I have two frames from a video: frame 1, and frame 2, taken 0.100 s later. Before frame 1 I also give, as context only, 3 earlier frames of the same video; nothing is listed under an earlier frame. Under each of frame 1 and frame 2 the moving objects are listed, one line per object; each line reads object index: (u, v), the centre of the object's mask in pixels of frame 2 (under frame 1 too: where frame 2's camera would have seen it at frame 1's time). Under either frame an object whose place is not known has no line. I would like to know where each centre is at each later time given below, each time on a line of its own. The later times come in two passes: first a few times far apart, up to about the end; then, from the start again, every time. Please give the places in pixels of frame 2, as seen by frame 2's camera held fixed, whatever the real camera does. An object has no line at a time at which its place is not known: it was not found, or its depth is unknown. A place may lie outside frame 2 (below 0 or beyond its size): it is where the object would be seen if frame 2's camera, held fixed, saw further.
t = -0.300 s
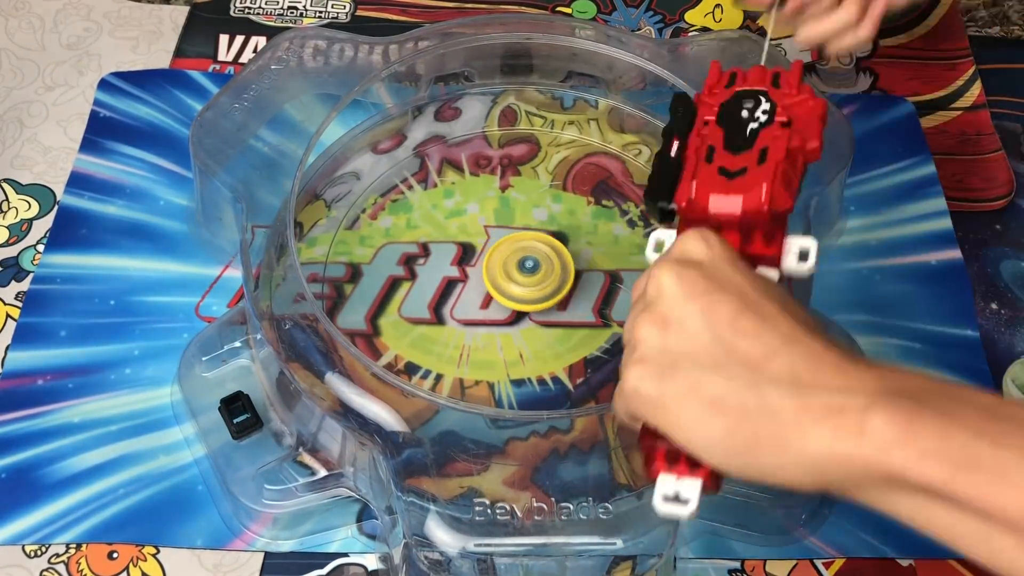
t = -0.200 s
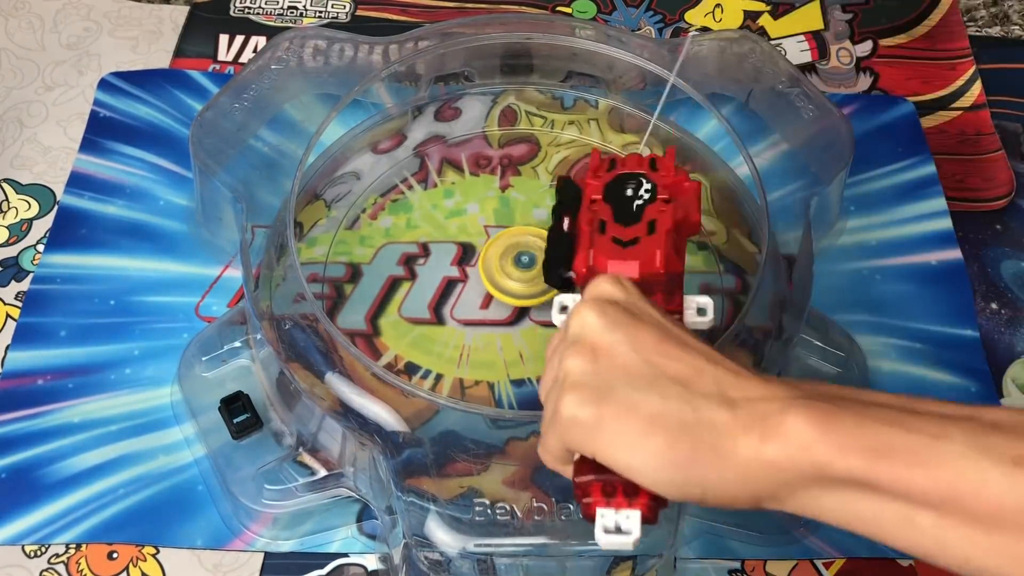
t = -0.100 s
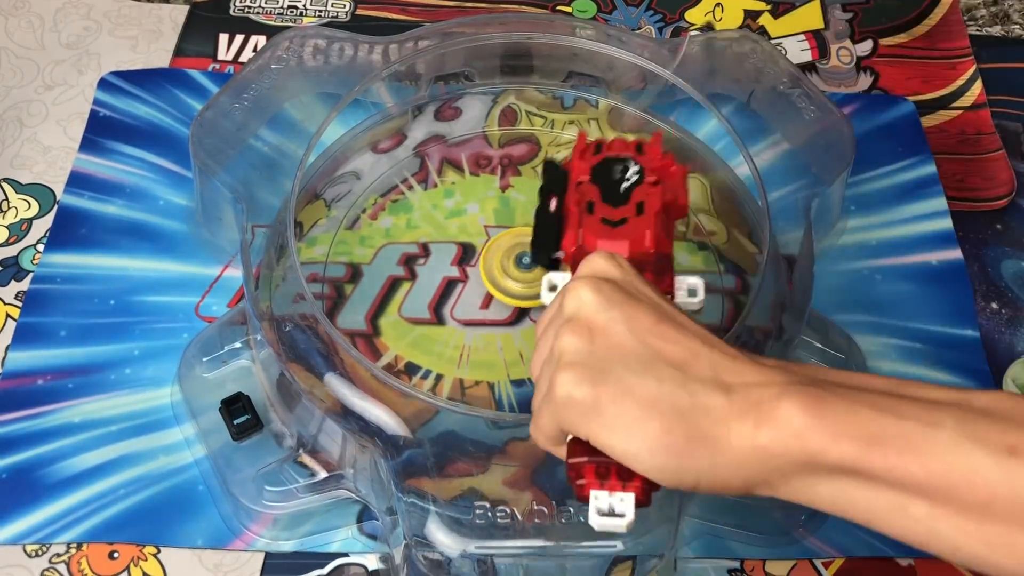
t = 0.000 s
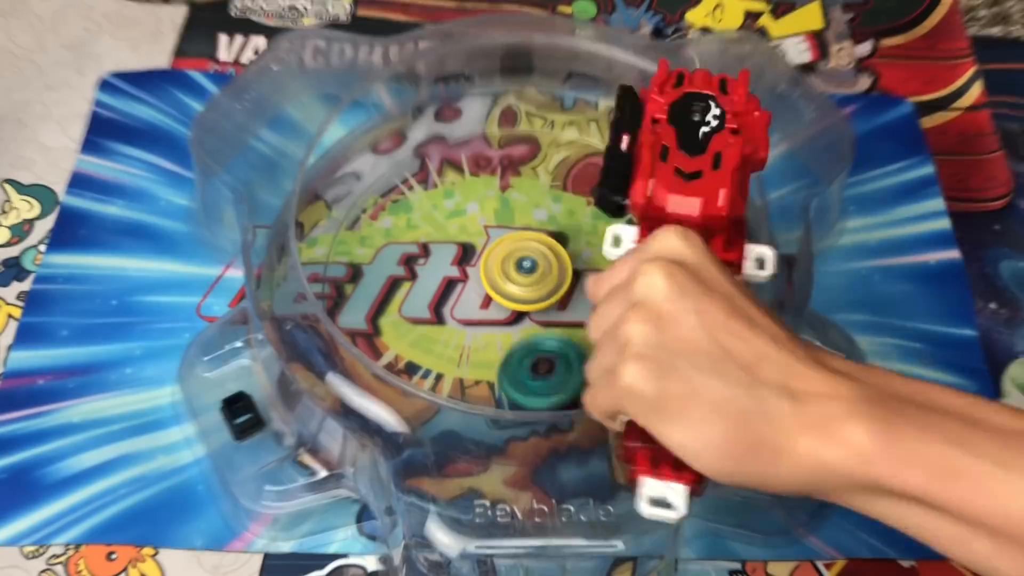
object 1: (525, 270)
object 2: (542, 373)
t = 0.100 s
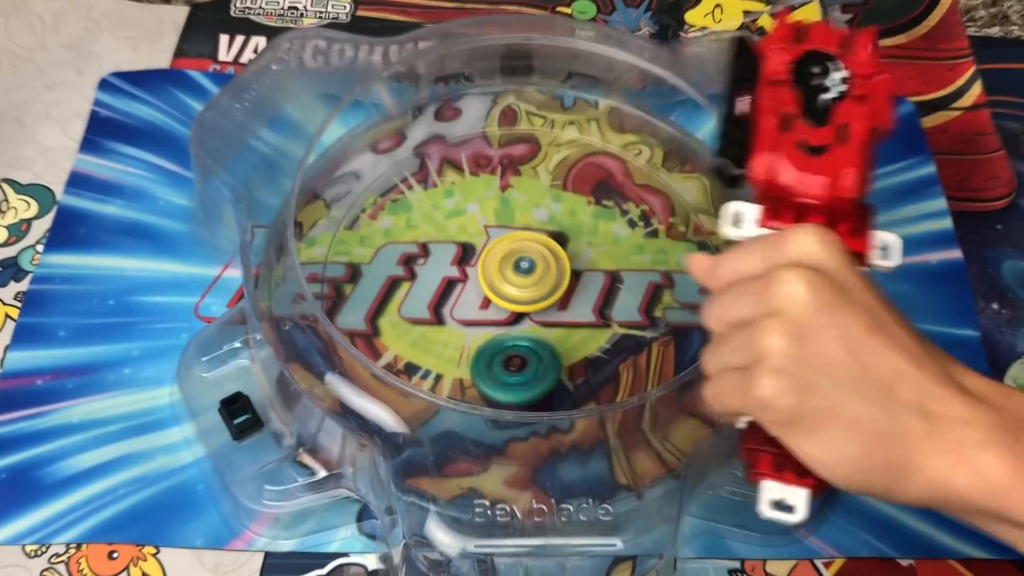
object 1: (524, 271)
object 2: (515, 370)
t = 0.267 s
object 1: (528, 266)
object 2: (484, 397)
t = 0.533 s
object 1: (527, 271)
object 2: (564, 375)
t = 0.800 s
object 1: (513, 169)
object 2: (432, 353)
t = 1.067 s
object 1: (492, 258)
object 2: (538, 394)
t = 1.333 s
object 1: (450, 256)
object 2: (587, 214)
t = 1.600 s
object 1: (530, 264)
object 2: (369, 206)
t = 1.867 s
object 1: (560, 288)
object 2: (475, 393)
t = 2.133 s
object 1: (547, 256)
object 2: (674, 235)
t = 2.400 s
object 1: (534, 289)
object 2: (452, 129)
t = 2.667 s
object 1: (538, 273)
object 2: (452, 366)
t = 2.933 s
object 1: (538, 295)
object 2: (717, 245)
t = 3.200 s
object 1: (516, 281)
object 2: (477, 135)
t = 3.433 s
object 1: (540, 274)
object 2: (429, 353)
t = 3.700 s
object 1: (519, 290)
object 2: (704, 310)
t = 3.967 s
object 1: (521, 272)
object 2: (530, 151)
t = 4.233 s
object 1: (533, 277)
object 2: (416, 354)
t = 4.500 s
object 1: (524, 278)
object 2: (676, 356)
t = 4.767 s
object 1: (527, 273)
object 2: (537, 178)
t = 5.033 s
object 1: (530, 273)
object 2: (378, 319)
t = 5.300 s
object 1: (532, 277)
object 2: (599, 358)
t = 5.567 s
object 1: (530, 279)
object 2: (551, 178)
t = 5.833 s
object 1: (529, 280)
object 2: (404, 250)
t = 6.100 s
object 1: (569, 258)
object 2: (506, 357)
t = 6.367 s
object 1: (560, 246)
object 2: (612, 304)
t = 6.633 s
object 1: (534, 238)
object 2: (629, 265)
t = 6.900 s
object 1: (491, 253)
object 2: (583, 300)
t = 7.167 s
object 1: (509, 270)
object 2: (573, 343)
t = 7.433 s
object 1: (517, 257)
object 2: (560, 346)
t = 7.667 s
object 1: (519, 250)
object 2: (536, 330)
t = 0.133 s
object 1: (524, 270)
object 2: (507, 371)
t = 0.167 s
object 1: (524, 270)
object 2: (500, 374)
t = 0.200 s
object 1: (525, 268)
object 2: (492, 379)
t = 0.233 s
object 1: (526, 267)
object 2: (488, 383)
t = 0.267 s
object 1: (528, 266)
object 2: (484, 397)
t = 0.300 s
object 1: (529, 267)
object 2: (485, 408)
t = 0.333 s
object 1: (530, 266)
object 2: (492, 419)
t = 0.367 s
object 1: (530, 267)
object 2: (503, 427)
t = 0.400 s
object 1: (530, 268)
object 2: (522, 425)
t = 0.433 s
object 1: (530, 269)
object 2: (536, 422)
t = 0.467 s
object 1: (529, 269)
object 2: (552, 411)
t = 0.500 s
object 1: (529, 270)
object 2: (561, 387)
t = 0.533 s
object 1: (527, 271)
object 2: (564, 375)
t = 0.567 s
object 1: (527, 270)
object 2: (559, 353)
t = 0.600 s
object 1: (526, 260)
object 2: (549, 337)
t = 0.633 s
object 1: (523, 235)
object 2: (534, 336)
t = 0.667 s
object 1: (522, 212)
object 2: (514, 335)
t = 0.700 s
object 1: (519, 196)
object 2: (491, 334)
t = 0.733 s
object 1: (516, 182)
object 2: (468, 337)
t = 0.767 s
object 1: (515, 173)
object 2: (448, 343)
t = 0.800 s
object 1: (513, 169)
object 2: (432, 353)
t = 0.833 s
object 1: (510, 171)
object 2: (422, 365)
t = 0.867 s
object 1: (508, 176)
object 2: (419, 382)
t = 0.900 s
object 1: (505, 184)
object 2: (428, 393)
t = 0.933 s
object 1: (504, 197)
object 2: (438, 413)
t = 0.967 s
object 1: (502, 211)
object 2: (460, 419)
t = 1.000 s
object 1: (500, 226)
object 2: (486, 418)
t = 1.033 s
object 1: (496, 242)
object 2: (515, 412)
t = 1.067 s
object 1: (492, 258)
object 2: (538, 394)
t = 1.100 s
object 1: (489, 273)
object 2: (555, 375)
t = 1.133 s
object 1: (490, 285)
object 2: (565, 348)
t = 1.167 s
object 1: (487, 291)
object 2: (575, 322)
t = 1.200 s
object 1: (473, 281)
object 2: (594, 303)
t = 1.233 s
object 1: (460, 276)
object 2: (606, 280)
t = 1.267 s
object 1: (453, 268)
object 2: (606, 256)
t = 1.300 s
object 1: (450, 261)
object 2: (601, 232)
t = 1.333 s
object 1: (450, 256)
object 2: (587, 214)
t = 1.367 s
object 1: (455, 253)
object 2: (567, 195)
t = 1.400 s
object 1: (464, 250)
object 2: (540, 181)
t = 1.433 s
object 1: (474, 248)
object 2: (511, 170)
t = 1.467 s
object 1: (485, 248)
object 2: (480, 167)
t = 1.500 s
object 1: (497, 250)
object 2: (449, 170)
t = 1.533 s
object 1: (508, 253)
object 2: (418, 178)
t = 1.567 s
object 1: (519, 258)
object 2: (393, 190)
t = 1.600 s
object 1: (530, 264)
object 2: (369, 206)
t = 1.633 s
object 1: (540, 272)
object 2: (354, 226)
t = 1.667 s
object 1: (547, 280)
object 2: (346, 251)
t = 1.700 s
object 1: (552, 287)
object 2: (346, 276)
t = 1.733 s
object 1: (555, 293)
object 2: (357, 301)
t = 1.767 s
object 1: (557, 295)
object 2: (369, 333)
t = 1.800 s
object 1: (559, 295)
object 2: (397, 358)
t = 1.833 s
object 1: (559, 293)
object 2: (432, 379)
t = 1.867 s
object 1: (560, 288)
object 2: (475, 393)
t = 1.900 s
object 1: (558, 283)
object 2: (523, 396)
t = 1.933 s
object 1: (556, 277)
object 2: (568, 382)
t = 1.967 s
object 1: (552, 270)
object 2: (608, 370)
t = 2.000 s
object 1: (550, 264)
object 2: (640, 351)
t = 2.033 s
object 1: (548, 259)
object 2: (662, 323)
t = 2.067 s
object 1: (548, 255)
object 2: (674, 292)
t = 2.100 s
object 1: (548, 254)
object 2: (678, 261)
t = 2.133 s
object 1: (547, 256)
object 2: (674, 235)
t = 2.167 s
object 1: (546, 260)
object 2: (662, 208)
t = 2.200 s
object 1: (544, 264)
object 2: (644, 178)
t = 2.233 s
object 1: (543, 269)
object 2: (621, 150)
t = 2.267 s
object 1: (541, 275)
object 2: (592, 128)
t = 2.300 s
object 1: (540, 280)
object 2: (561, 113)
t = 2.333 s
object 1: (538, 284)
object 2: (525, 117)
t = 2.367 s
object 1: (536, 287)
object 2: (487, 121)
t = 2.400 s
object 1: (534, 289)
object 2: (452, 129)
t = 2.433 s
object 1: (532, 289)
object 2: (417, 145)
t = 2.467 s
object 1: (530, 288)
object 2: (387, 169)
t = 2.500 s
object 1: (528, 286)
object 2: (367, 198)
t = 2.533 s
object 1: (528, 283)
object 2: (358, 230)
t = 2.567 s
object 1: (529, 280)
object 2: (362, 267)
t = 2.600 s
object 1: (531, 277)
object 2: (379, 305)
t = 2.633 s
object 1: (534, 274)
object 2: (411, 341)
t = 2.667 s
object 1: (538, 273)
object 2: (452, 366)
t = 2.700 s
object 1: (542, 272)
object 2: (497, 380)
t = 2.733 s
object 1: (546, 273)
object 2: (544, 384)
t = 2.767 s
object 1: (549, 276)
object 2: (595, 377)
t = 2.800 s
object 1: (550, 279)
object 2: (638, 362)
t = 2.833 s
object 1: (549, 283)
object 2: (674, 338)
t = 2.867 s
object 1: (546, 287)
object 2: (701, 309)
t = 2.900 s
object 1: (542, 291)
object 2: (719, 275)
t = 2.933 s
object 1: (538, 295)
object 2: (717, 245)
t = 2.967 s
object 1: (534, 297)
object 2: (700, 216)
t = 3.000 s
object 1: (530, 297)
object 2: (683, 187)
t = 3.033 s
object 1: (526, 296)
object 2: (662, 161)
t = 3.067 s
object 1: (522, 294)
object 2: (629, 143)
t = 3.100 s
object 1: (518, 292)
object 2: (594, 129)
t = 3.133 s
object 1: (516, 289)
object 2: (557, 123)
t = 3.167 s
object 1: (515, 285)
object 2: (517, 124)
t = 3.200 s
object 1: (516, 281)
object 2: (477, 135)
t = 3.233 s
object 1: (518, 277)
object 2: (442, 155)
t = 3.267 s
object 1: (520, 274)
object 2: (415, 180)
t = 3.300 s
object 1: (523, 272)
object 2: (396, 211)
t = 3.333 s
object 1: (529, 272)
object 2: (387, 245)
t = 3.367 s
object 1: (534, 272)
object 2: (390, 283)
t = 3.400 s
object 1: (538, 272)
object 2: (403, 320)
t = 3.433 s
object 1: (540, 274)
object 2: (429, 353)
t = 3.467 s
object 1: (541, 279)
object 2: (465, 381)
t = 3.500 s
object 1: (541, 283)
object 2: (507, 400)
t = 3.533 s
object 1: (539, 286)
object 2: (550, 411)
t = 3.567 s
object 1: (535, 288)
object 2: (595, 407)
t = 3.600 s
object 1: (530, 291)
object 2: (642, 403)
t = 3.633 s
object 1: (526, 293)
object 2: (676, 376)
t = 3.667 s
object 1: (523, 292)
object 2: (695, 347)
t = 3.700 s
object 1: (519, 290)
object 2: (704, 310)
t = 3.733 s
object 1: (515, 289)
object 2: (715, 277)
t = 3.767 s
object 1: (514, 287)
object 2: (712, 243)
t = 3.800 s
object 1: (514, 283)
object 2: (697, 213)
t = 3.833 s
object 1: (513, 280)
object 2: (673, 185)
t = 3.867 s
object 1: (514, 278)
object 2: (644, 165)
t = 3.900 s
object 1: (516, 276)
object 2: (609, 152)
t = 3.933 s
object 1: (519, 273)
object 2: (569, 147)
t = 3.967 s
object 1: (521, 272)
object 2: (530, 151)
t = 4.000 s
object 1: (523, 271)
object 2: (490, 162)
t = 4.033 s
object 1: (527, 271)
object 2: (457, 177)
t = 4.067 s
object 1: (528, 271)
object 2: (427, 201)
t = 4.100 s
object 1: (531, 272)
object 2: (406, 228)
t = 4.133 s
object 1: (533, 273)
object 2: (393, 260)
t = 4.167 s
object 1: (532, 273)
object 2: (389, 293)
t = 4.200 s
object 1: (532, 276)
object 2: (395, 328)
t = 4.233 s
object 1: (533, 277)
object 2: (416, 354)
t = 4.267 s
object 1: (532, 278)
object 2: (437, 389)
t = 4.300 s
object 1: (530, 279)
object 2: (470, 415)
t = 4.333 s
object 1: (530, 279)
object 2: (512, 427)
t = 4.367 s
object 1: (527, 280)
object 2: (554, 428)
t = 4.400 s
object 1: (527, 281)
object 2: (593, 421)
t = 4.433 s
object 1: (527, 279)
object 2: (627, 408)
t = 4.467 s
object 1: (525, 278)
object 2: (654, 384)
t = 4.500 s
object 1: (524, 278)
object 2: (676, 356)
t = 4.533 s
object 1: (524, 276)
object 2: (686, 322)
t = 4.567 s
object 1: (523, 276)
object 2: (688, 293)
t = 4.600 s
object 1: (524, 275)
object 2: (678, 263)
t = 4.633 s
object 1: (524, 274)
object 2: (661, 237)
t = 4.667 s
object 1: (524, 274)
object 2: (637, 213)
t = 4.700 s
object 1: (526, 273)
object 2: (604, 195)
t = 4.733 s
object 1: (525, 273)
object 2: (572, 184)
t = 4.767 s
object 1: (527, 273)
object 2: (537, 178)
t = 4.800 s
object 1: (527, 271)
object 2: (502, 177)
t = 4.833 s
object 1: (527, 272)
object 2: (466, 183)
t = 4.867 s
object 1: (529, 272)
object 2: (434, 195)
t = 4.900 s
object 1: (528, 272)
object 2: (409, 212)
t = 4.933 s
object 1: (530, 273)
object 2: (388, 234)
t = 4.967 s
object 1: (530, 272)
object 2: (376, 260)
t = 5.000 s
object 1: (530, 273)
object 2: (370, 290)
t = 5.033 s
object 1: (530, 273)
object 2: (378, 319)
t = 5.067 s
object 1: (530, 275)
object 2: (397, 343)
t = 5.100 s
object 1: (531, 274)
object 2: (419, 369)
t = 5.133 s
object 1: (530, 275)
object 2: (448, 386)
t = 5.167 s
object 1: (531, 276)
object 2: (484, 394)
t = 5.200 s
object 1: (530, 276)
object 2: (518, 386)
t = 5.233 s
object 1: (532, 277)
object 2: (546, 383)
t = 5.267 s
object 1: (531, 276)
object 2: (575, 376)
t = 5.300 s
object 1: (532, 277)
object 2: (599, 358)
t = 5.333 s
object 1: (531, 277)
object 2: (617, 334)
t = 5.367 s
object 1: (531, 278)
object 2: (627, 309)
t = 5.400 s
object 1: (531, 278)
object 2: (630, 278)
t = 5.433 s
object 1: (531, 279)
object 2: (625, 252)
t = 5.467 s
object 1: (531, 278)
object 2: (616, 231)
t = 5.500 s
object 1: (530, 279)
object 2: (599, 209)
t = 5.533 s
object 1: (530, 278)
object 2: (576, 191)
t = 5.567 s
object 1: (530, 279)
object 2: (551, 178)
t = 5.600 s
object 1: (530, 278)
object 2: (524, 168)
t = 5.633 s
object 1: (530, 279)
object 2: (496, 168)
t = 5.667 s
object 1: (531, 279)
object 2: (468, 172)
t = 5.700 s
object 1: (530, 280)
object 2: (440, 180)
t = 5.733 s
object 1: (530, 279)
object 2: (423, 193)
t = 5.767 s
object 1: (530, 280)
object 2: (412, 209)
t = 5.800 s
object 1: (530, 279)
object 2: (404, 227)
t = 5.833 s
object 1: (529, 280)
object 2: (404, 250)
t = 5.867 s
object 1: (529, 280)
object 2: (409, 267)
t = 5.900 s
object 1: (529, 280)
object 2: (416, 283)
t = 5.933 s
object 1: (529, 280)
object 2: (431, 298)
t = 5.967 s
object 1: (530, 280)
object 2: (448, 312)
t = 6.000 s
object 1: (537, 276)
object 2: (464, 329)
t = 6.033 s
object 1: (551, 268)
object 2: (474, 341)
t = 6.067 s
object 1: (563, 263)
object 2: (487, 350)
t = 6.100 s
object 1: (569, 258)
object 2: (506, 357)
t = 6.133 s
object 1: (574, 255)
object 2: (522, 358)
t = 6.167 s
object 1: (574, 254)
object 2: (541, 358)
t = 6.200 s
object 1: (574, 252)
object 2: (558, 353)
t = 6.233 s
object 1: (573, 252)
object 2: (575, 347)
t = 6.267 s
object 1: (570, 251)
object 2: (589, 335)
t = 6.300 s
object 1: (568, 252)
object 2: (600, 323)
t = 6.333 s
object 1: (563, 250)
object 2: (607, 310)
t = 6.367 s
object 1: (560, 246)
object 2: (612, 304)
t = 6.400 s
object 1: (557, 239)
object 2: (621, 303)
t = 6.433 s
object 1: (553, 233)
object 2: (627, 301)
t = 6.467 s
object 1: (551, 232)
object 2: (636, 295)
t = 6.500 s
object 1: (550, 232)
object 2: (638, 290)
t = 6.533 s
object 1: (550, 234)
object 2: (639, 282)
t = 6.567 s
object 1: (549, 237)
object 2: (636, 275)
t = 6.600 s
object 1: (546, 239)
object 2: (629, 266)
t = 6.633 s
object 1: (534, 238)
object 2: (629, 265)
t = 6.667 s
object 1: (519, 236)
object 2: (624, 263)
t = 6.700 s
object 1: (507, 235)
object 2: (618, 264)
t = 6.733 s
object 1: (499, 235)
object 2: (609, 269)
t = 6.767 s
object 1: (494, 238)
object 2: (605, 273)
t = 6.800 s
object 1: (490, 241)
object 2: (599, 281)
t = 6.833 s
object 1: (490, 245)
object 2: (594, 285)
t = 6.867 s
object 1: (491, 249)
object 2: (589, 293)
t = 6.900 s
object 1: (491, 253)
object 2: (583, 300)
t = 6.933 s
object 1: (493, 256)
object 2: (580, 307)
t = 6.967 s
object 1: (497, 260)
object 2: (576, 316)
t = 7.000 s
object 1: (498, 262)
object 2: (575, 320)
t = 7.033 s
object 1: (500, 264)
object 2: (574, 328)
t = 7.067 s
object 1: (503, 266)
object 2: (572, 332)
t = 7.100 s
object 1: (505, 268)
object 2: (573, 337)
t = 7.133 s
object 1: (506, 269)
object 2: (572, 341)
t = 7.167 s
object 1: (509, 270)
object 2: (573, 343)
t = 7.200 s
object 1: (512, 271)
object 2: (573, 345)
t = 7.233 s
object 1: (514, 273)
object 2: (571, 344)
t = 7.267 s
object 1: (516, 273)
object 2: (570, 344)
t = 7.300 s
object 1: (520, 273)
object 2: (566, 343)
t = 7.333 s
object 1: (521, 273)
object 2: (562, 339)
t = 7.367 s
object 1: (520, 266)
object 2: (561, 342)
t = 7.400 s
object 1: (519, 261)
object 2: (559, 346)
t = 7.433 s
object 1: (517, 257)
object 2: (560, 346)
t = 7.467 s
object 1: (517, 254)
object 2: (559, 348)
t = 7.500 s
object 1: (517, 252)
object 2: (556, 348)
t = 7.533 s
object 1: (517, 251)
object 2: (555, 344)
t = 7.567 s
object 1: (518, 250)
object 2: (552, 342)
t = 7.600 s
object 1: (518, 250)
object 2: (545, 339)
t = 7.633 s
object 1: (519, 250)
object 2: (541, 333)
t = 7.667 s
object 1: (519, 250)
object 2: (536, 330)
